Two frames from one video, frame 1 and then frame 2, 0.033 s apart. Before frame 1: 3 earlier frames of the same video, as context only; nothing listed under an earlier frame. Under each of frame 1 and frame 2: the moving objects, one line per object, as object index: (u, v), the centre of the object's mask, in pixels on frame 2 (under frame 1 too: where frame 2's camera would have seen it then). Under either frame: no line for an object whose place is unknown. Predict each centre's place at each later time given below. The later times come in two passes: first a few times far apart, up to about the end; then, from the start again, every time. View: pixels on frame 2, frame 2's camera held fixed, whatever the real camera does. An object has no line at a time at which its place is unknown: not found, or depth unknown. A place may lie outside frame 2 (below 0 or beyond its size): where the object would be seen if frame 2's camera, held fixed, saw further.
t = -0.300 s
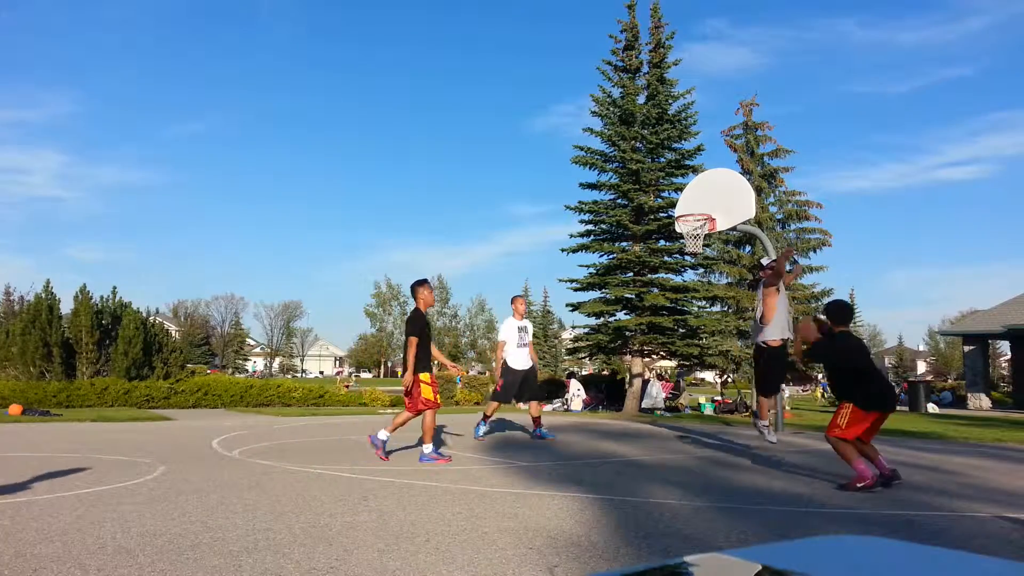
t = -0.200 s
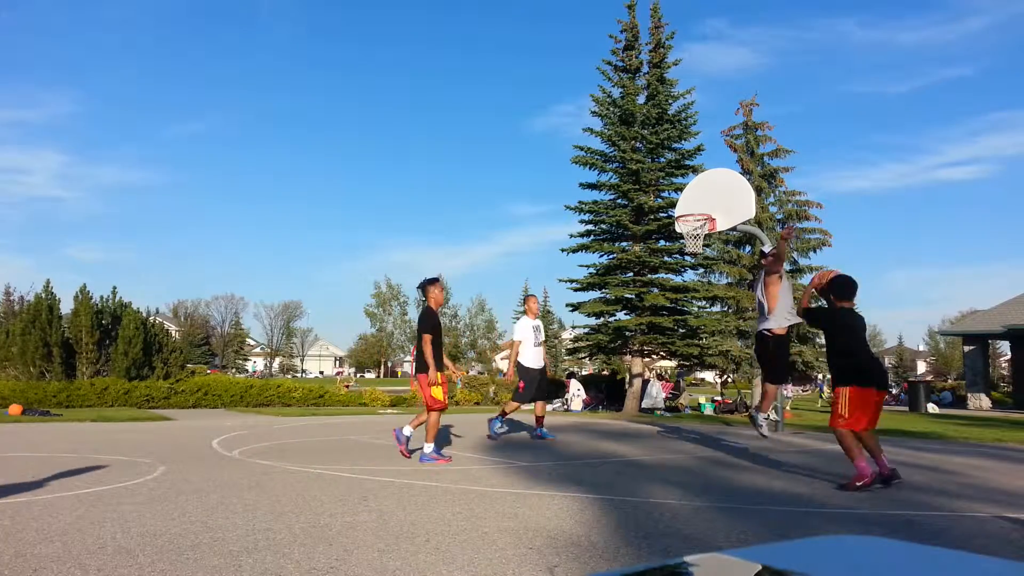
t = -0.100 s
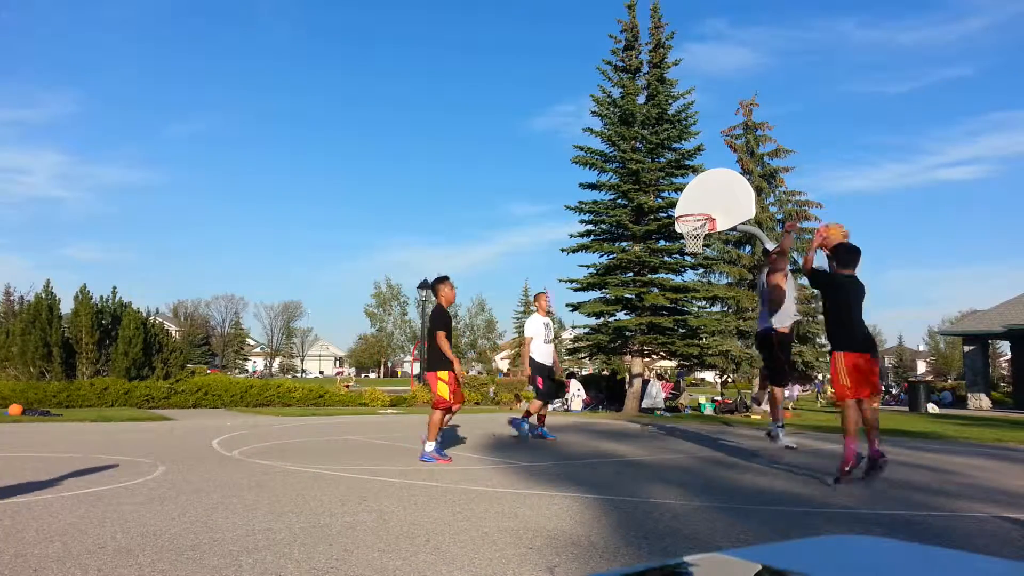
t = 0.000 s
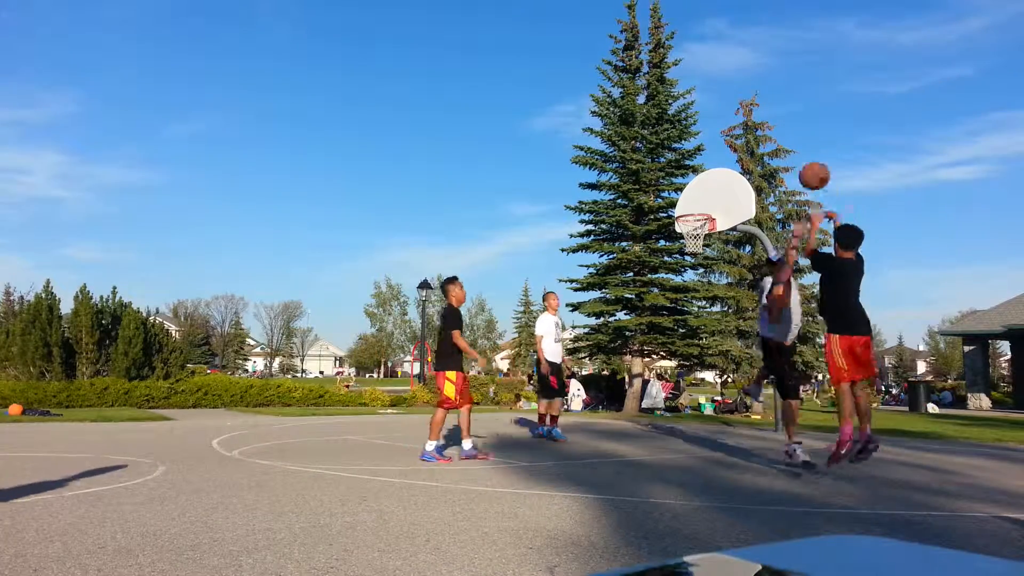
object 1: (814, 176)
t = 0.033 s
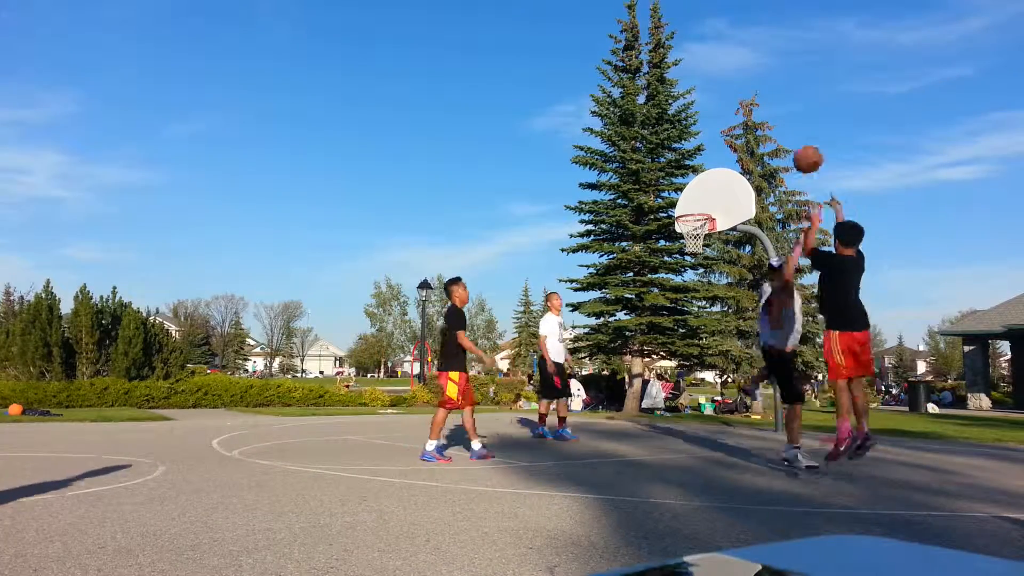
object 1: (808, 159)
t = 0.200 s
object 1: (779, 101)
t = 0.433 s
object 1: (748, 77)
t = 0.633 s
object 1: (726, 94)
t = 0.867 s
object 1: (706, 149)
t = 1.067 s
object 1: (691, 220)
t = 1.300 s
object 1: (689, 245)
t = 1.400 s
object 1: (690, 259)
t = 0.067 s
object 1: (801, 144)
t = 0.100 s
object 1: (795, 132)
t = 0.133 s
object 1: (789, 120)
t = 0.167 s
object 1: (784, 110)
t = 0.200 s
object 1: (779, 101)
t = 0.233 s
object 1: (774, 94)
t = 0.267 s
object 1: (769, 88)
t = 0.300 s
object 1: (764, 83)
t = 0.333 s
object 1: (760, 80)
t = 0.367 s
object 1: (756, 78)
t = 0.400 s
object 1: (752, 77)
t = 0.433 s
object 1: (748, 77)
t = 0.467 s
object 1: (744, 77)
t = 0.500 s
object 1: (740, 79)
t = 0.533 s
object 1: (737, 81)
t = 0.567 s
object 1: (733, 84)
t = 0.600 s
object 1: (729, 88)
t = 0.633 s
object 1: (726, 94)
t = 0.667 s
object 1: (722, 99)
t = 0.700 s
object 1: (719, 107)
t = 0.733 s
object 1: (717, 113)
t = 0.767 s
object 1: (714, 122)
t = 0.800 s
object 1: (711, 129)
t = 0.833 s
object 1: (708, 140)
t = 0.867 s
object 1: (706, 149)
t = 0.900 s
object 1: (703, 159)
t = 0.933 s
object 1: (700, 170)
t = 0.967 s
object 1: (699, 182)
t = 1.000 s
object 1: (696, 194)
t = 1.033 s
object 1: (694, 206)
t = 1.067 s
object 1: (691, 220)
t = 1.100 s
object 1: (688, 232)
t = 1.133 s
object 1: (690, 241)
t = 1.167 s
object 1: (690, 238)
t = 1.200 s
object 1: (689, 238)
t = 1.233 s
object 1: (690, 240)
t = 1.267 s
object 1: (689, 243)
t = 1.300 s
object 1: (689, 245)
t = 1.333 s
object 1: (690, 250)
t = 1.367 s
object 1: (690, 254)
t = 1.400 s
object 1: (690, 259)
